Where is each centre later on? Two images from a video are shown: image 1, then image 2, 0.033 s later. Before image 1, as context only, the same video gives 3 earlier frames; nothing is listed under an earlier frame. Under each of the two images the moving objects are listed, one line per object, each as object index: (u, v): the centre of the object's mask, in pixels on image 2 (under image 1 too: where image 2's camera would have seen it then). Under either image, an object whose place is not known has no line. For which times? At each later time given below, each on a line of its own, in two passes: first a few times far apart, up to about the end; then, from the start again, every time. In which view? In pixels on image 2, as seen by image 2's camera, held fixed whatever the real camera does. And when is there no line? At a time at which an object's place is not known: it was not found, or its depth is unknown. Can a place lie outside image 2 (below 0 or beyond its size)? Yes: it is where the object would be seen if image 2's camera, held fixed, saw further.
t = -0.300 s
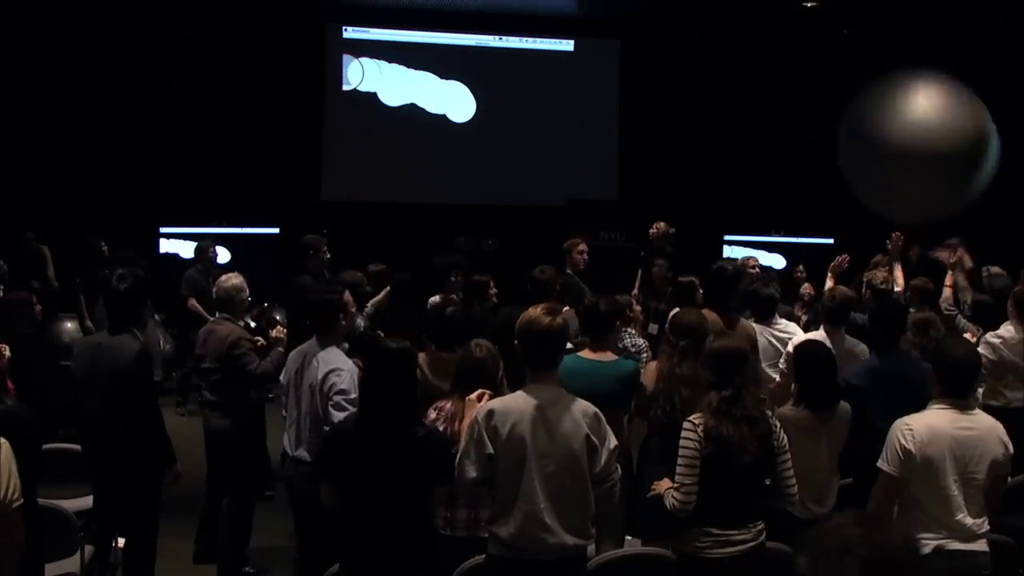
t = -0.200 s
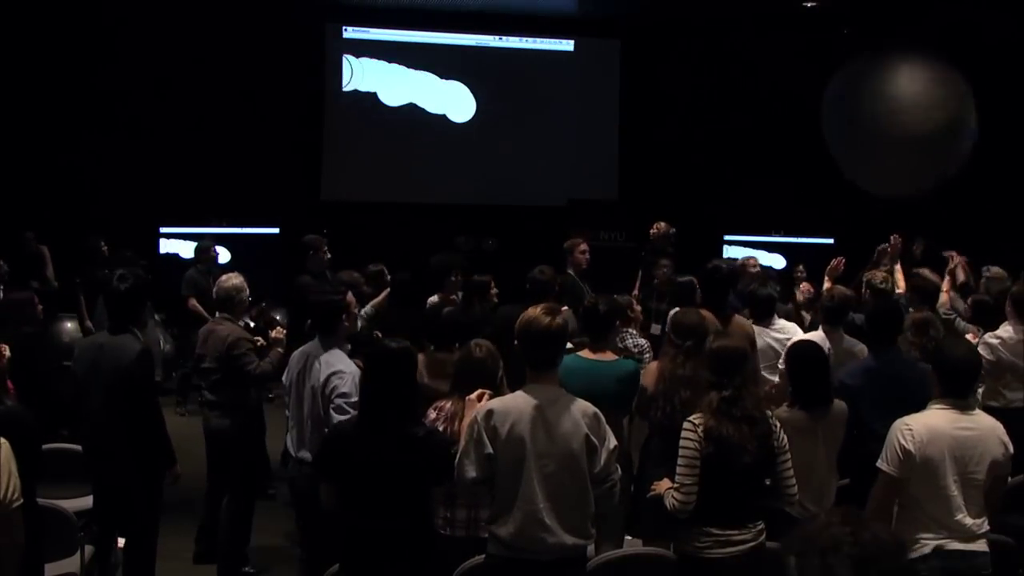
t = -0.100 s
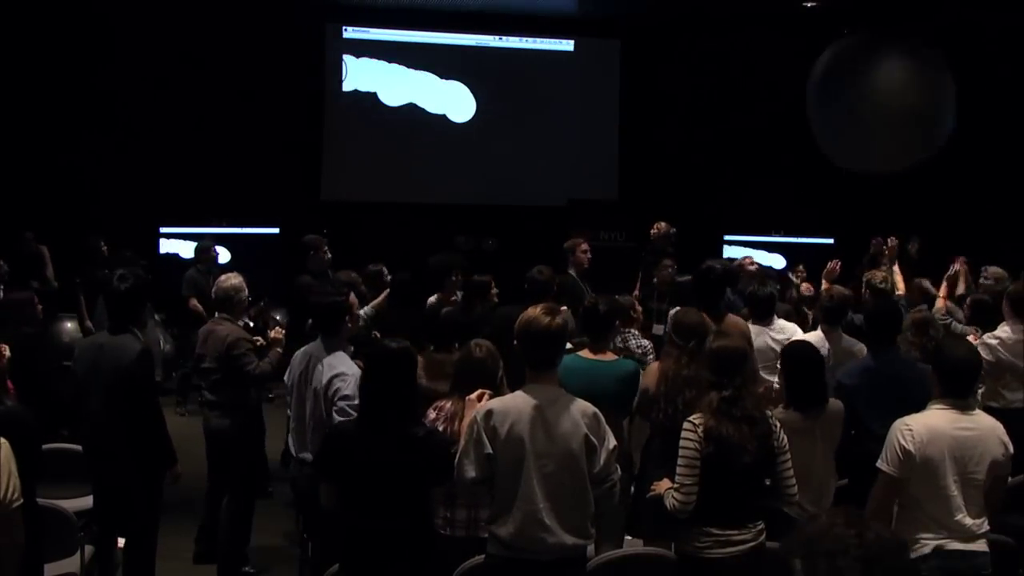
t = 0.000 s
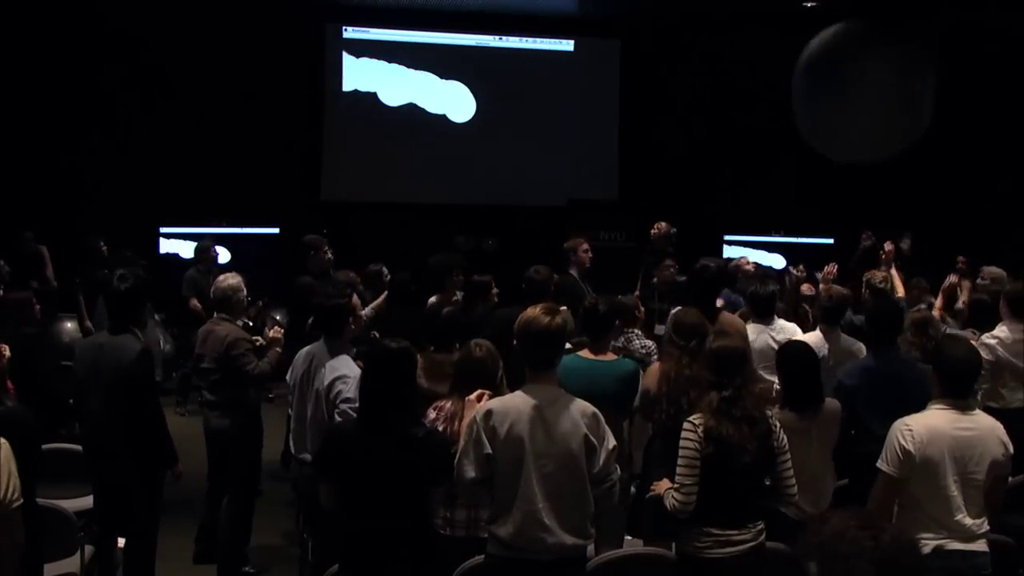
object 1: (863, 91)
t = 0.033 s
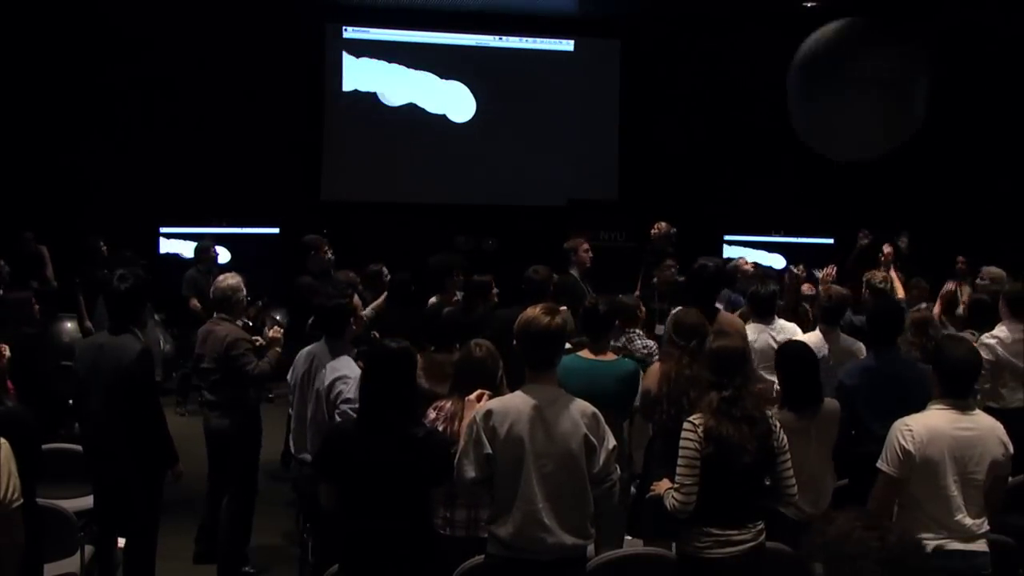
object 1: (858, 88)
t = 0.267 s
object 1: (818, 97)
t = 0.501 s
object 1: (783, 139)
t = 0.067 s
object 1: (852, 88)
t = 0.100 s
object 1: (846, 87)
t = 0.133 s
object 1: (841, 88)
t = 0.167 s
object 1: (835, 89)
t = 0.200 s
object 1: (825, 92)
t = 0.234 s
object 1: (822, 95)
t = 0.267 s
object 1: (818, 97)
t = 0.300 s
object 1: (813, 101)
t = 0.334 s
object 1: (809, 106)
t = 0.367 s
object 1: (805, 112)
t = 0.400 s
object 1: (799, 118)
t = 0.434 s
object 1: (794, 125)
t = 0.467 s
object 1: (787, 132)
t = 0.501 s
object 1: (783, 139)
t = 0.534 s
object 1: (778, 148)
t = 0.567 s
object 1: (773, 158)
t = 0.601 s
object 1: (769, 167)
